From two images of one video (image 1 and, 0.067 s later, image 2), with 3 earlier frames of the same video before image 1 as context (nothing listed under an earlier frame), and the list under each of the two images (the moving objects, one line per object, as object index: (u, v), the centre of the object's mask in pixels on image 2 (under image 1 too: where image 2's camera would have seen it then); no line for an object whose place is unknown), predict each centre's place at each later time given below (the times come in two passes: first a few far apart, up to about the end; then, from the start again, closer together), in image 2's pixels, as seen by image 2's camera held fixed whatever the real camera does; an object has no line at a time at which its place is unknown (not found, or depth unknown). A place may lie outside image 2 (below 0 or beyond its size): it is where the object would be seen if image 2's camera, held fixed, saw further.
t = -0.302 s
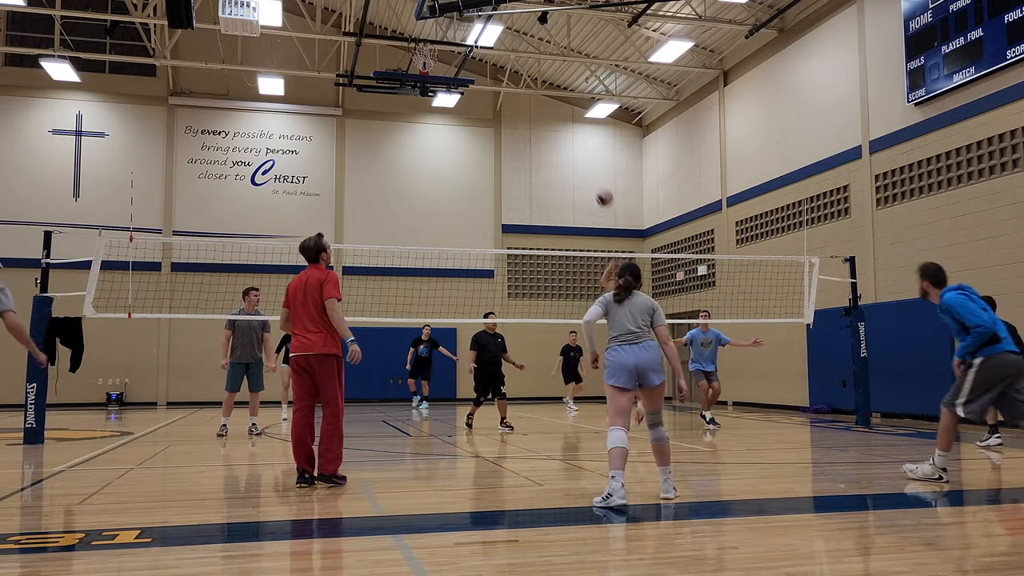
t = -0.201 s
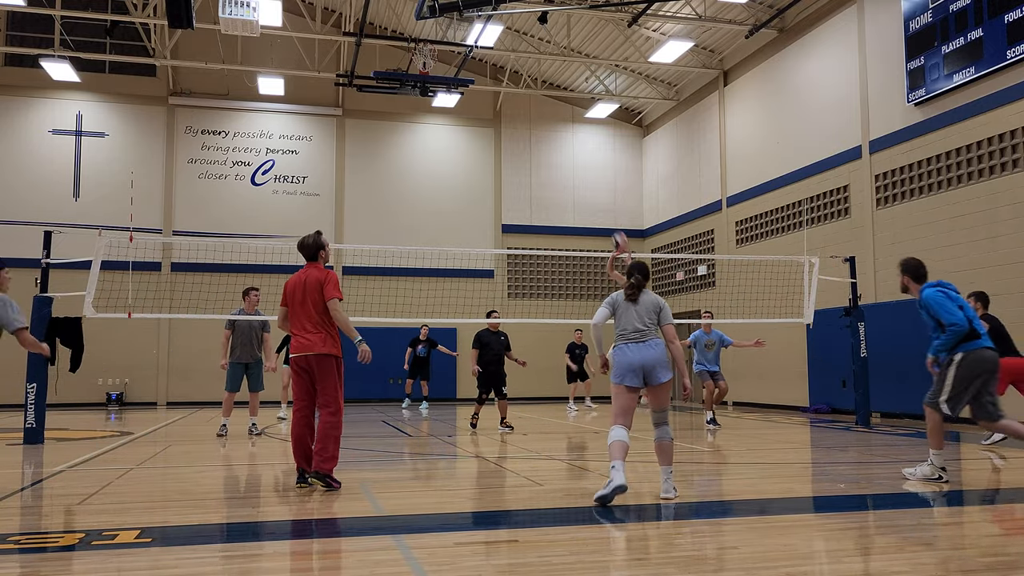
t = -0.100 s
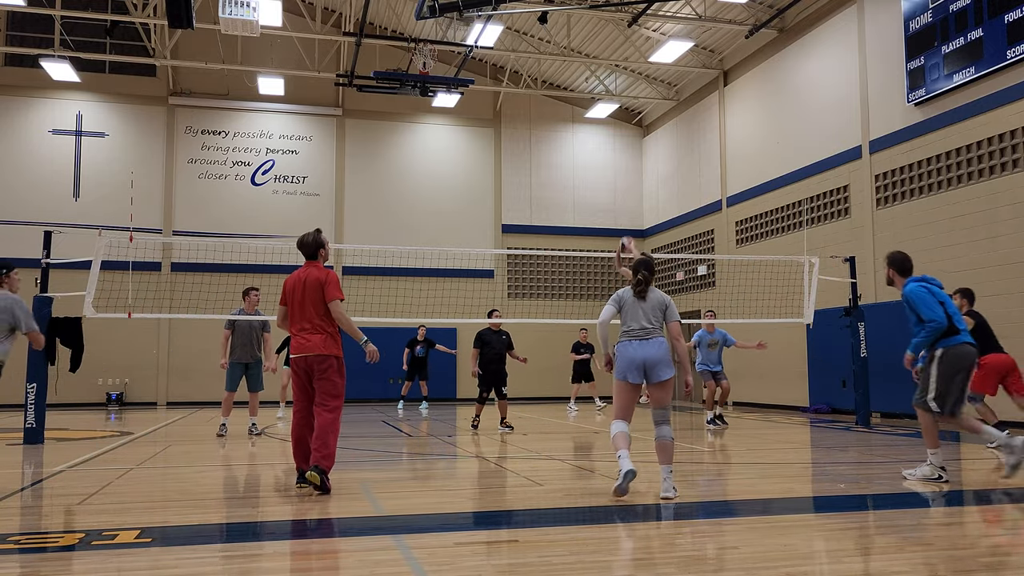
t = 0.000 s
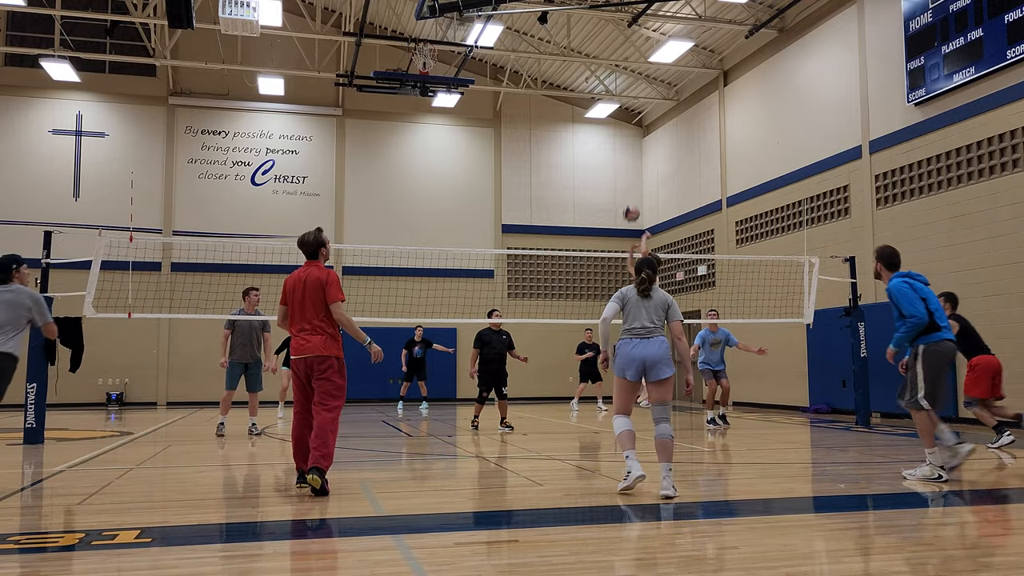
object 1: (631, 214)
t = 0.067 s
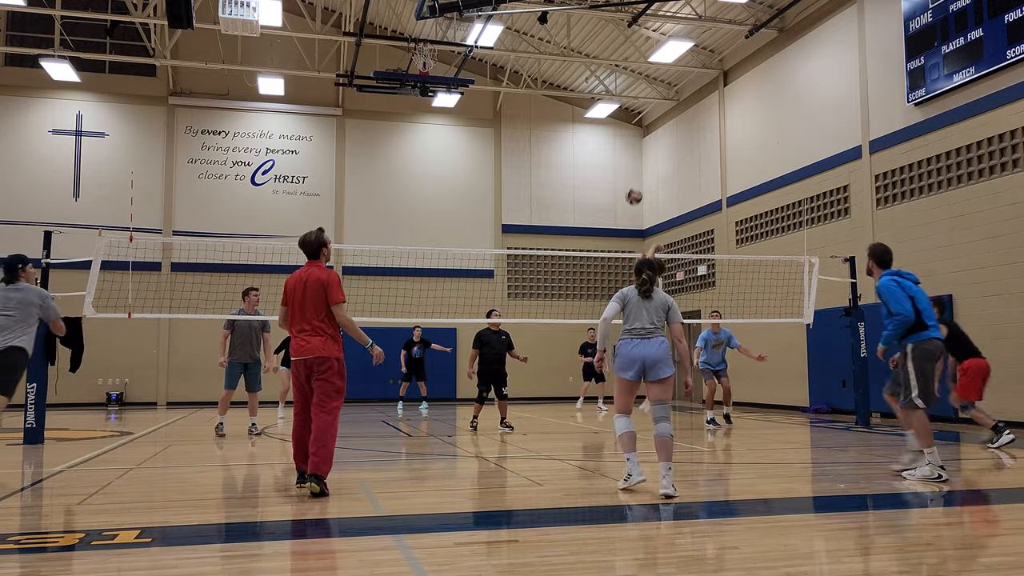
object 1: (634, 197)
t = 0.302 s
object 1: (643, 166)
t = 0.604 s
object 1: (656, 188)
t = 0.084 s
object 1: (634, 193)
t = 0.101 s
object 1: (635, 189)
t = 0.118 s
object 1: (636, 186)
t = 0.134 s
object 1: (636, 183)
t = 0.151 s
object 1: (637, 180)
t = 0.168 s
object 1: (637, 178)
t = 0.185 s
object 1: (638, 176)
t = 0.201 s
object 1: (639, 174)
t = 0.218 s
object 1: (640, 172)
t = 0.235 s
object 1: (640, 171)
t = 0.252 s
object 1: (641, 169)
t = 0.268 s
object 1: (642, 168)
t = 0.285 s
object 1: (643, 167)
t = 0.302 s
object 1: (643, 166)
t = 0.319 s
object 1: (644, 166)
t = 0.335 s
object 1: (644, 165)
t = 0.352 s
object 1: (645, 165)
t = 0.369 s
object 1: (646, 165)
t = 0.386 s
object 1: (646, 165)
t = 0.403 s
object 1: (647, 166)
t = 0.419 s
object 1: (648, 167)
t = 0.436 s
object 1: (649, 168)
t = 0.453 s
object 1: (649, 169)
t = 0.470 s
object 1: (650, 170)
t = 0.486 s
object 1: (651, 172)
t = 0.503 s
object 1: (652, 173)
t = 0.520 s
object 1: (652, 175)
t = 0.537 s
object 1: (653, 177)
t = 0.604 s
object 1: (656, 188)
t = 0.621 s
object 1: (657, 191)
